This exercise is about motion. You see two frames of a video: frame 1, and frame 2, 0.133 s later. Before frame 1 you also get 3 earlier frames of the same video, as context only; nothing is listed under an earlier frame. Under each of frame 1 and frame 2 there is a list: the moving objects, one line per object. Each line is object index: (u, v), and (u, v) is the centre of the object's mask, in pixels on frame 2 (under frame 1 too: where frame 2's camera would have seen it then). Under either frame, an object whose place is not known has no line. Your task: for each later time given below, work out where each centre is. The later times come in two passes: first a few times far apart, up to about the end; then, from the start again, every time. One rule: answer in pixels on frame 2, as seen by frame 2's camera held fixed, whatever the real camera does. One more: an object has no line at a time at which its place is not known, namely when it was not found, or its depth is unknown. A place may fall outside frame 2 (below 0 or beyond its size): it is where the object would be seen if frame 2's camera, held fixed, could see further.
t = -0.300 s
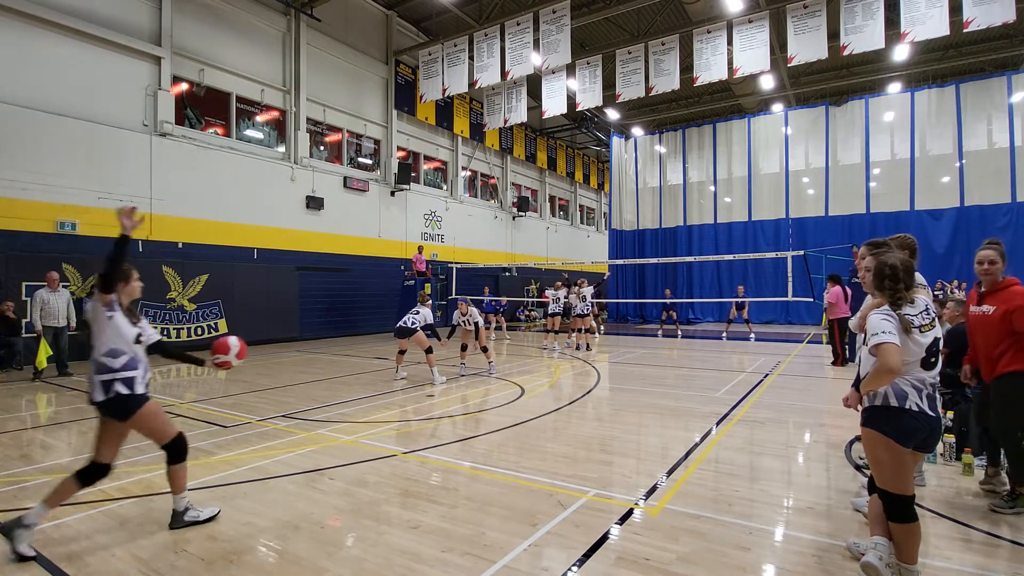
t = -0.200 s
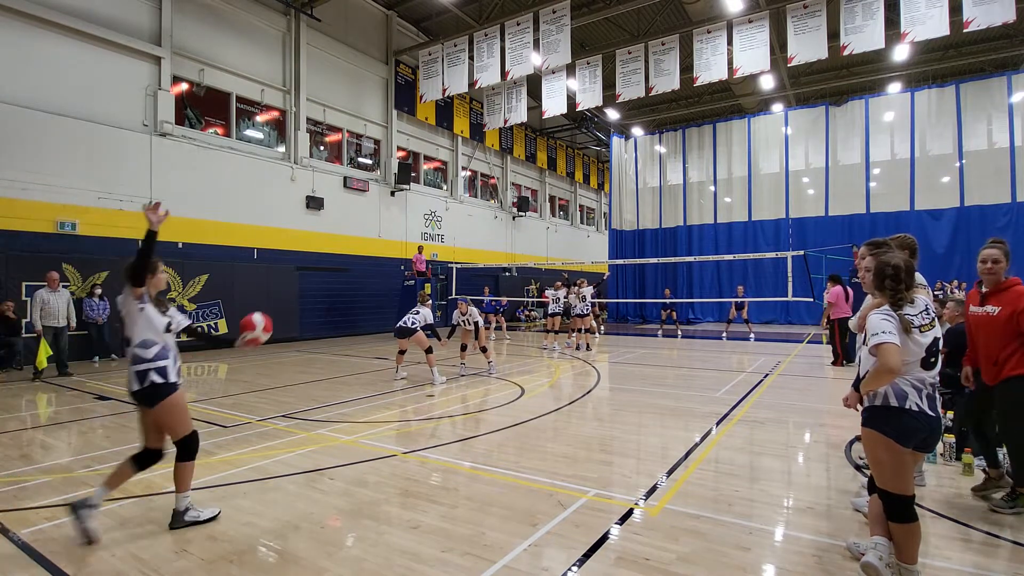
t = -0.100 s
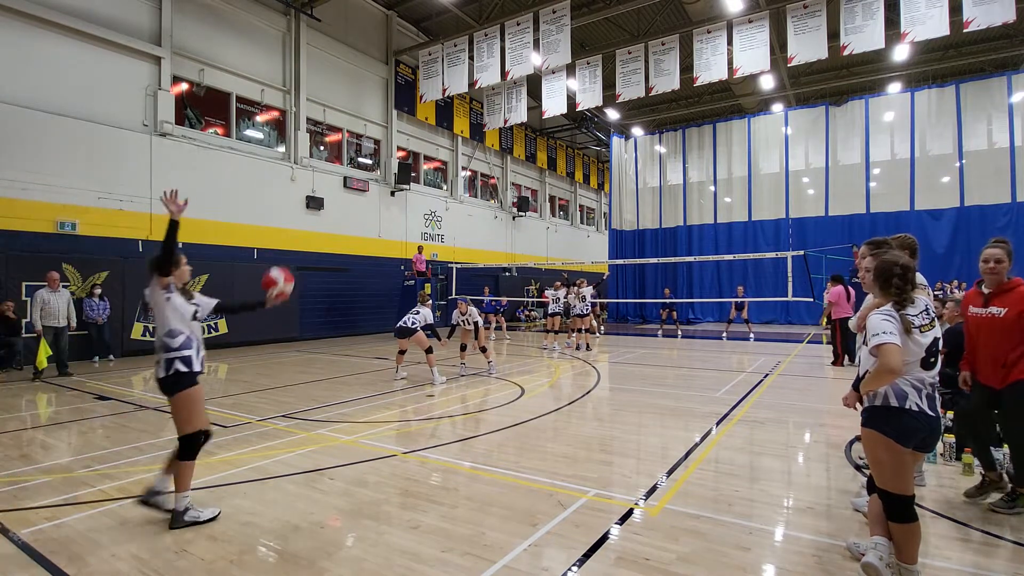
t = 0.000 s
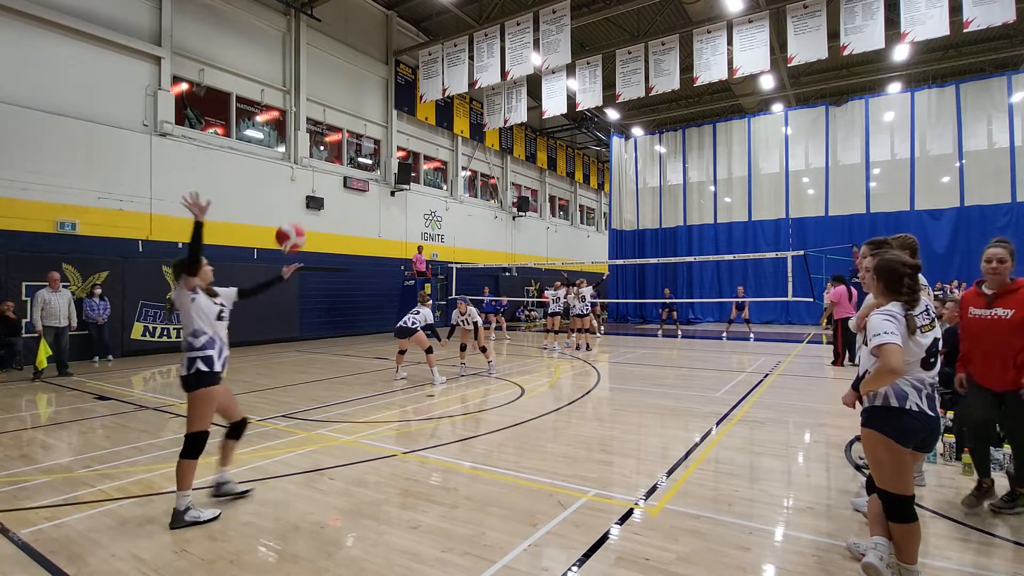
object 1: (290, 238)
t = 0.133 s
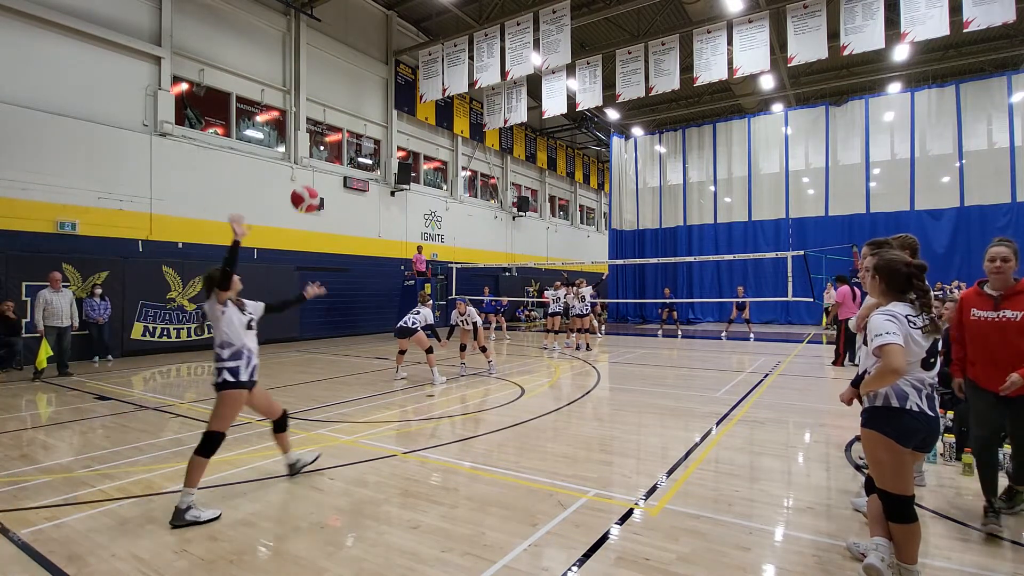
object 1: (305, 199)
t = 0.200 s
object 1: (312, 192)
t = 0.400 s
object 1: (327, 195)
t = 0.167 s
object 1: (310, 195)
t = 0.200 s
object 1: (312, 192)
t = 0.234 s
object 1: (315, 190)
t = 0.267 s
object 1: (317, 189)
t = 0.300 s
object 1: (319, 190)
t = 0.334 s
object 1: (321, 191)
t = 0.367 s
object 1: (324, 193)
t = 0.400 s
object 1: (327, 195)
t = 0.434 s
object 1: (333, 198)
